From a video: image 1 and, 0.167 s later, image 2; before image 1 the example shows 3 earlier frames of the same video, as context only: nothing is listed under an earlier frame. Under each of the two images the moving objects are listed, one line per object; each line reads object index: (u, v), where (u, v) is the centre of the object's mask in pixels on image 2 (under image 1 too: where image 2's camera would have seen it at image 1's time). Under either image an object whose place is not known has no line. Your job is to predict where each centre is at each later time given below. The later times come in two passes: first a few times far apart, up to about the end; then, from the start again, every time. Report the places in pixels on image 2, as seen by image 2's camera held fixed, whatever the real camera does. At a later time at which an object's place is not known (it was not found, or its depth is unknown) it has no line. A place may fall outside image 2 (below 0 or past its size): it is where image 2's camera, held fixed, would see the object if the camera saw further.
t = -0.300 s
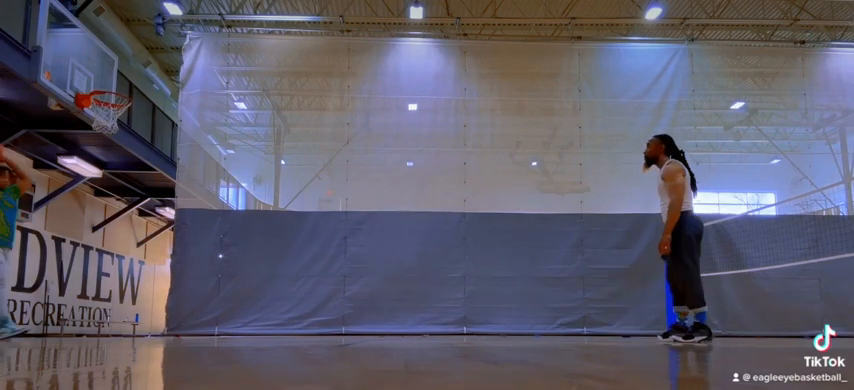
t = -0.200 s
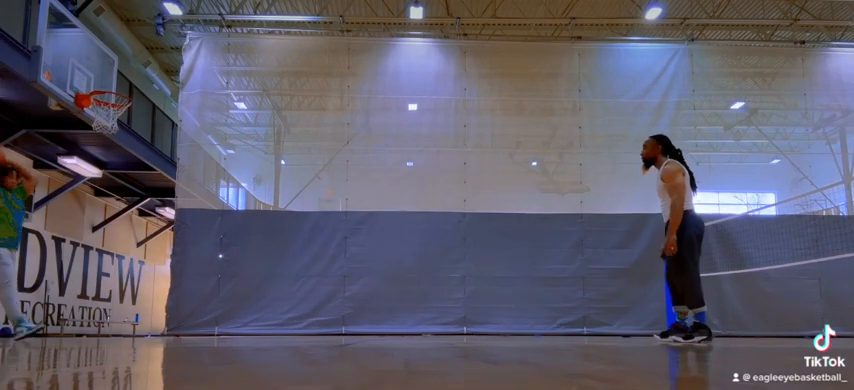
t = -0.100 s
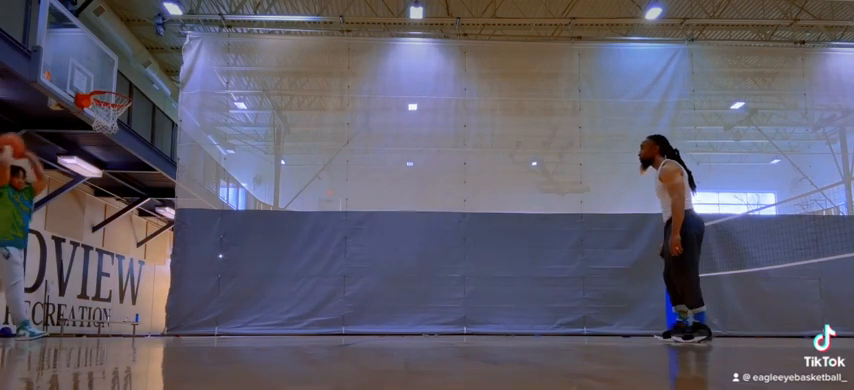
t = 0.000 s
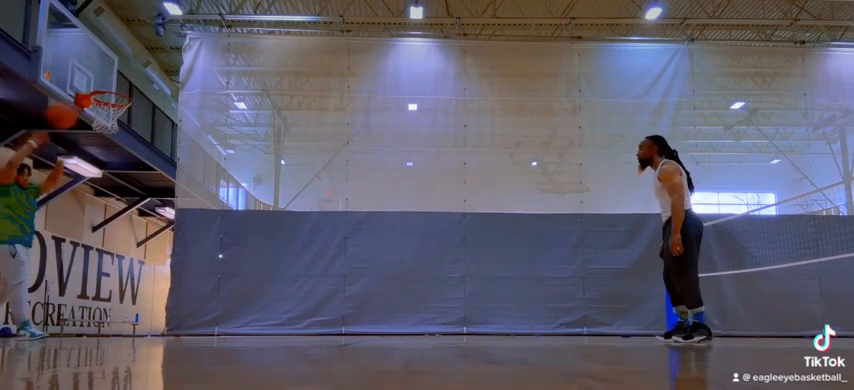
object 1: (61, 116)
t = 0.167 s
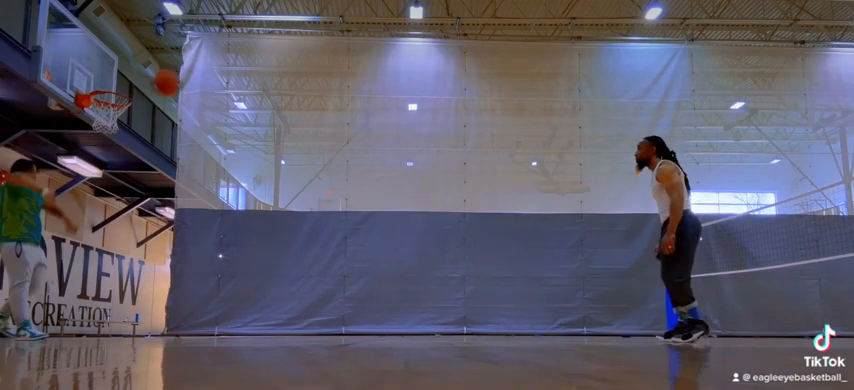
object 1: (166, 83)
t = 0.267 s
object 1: (234, 76)
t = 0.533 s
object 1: (420, 115)
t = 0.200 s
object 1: (186, 79)
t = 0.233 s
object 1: (209, 77)
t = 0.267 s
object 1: (234, 76)
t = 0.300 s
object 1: (256, 77)
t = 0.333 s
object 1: (279, 79)
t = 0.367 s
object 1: (301, 82)
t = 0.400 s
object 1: (324, 85)
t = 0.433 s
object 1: (347, 91)
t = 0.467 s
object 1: (371, 98)
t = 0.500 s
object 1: (396, 106)
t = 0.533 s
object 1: (420, 115)
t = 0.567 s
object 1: (445, 127)
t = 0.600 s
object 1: (470, 139)
